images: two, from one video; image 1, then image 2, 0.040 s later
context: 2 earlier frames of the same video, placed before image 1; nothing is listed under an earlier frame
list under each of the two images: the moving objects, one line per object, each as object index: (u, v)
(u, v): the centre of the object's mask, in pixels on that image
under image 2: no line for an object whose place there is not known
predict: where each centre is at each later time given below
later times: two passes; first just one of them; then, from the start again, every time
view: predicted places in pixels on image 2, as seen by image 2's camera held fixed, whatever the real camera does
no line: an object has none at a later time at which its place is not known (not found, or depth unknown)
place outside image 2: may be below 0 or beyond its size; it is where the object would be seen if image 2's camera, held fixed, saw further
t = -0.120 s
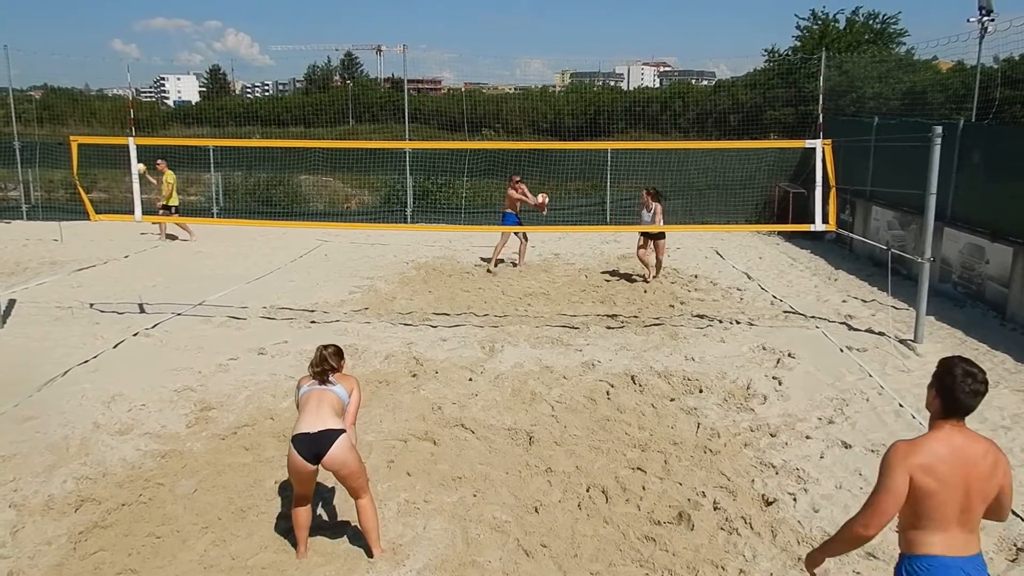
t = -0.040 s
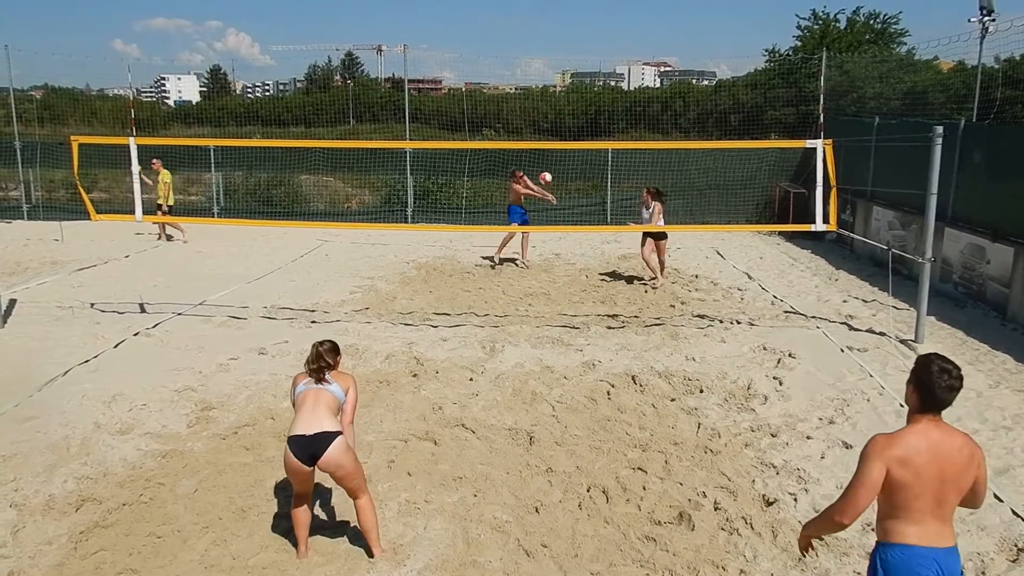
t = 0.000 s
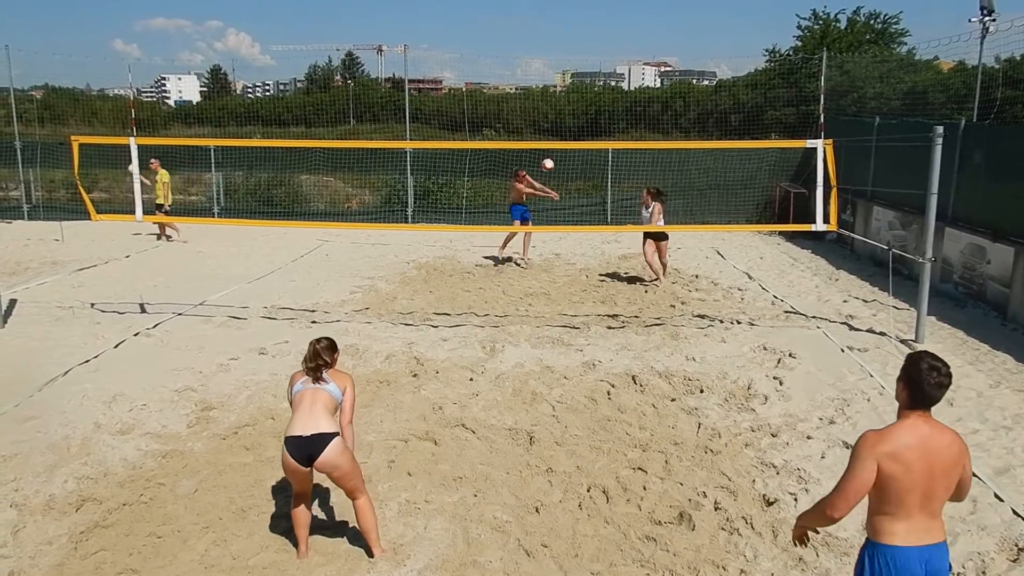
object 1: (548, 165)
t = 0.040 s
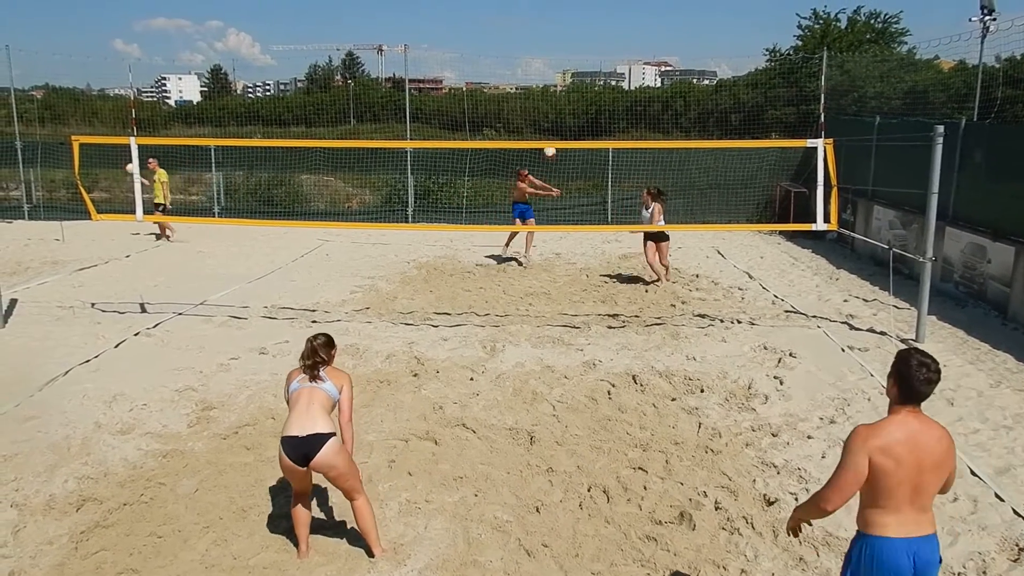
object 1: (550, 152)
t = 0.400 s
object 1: (567, 75)
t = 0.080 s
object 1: (551, 138)
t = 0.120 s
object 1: (553, 129)
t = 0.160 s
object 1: (555, 119)
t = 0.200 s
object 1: (557, 109)
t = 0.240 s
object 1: (559, 101)
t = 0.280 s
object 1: (561, 94)
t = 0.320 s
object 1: (563, 86)
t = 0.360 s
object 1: (564, 81)
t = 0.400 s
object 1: (567, 75)
